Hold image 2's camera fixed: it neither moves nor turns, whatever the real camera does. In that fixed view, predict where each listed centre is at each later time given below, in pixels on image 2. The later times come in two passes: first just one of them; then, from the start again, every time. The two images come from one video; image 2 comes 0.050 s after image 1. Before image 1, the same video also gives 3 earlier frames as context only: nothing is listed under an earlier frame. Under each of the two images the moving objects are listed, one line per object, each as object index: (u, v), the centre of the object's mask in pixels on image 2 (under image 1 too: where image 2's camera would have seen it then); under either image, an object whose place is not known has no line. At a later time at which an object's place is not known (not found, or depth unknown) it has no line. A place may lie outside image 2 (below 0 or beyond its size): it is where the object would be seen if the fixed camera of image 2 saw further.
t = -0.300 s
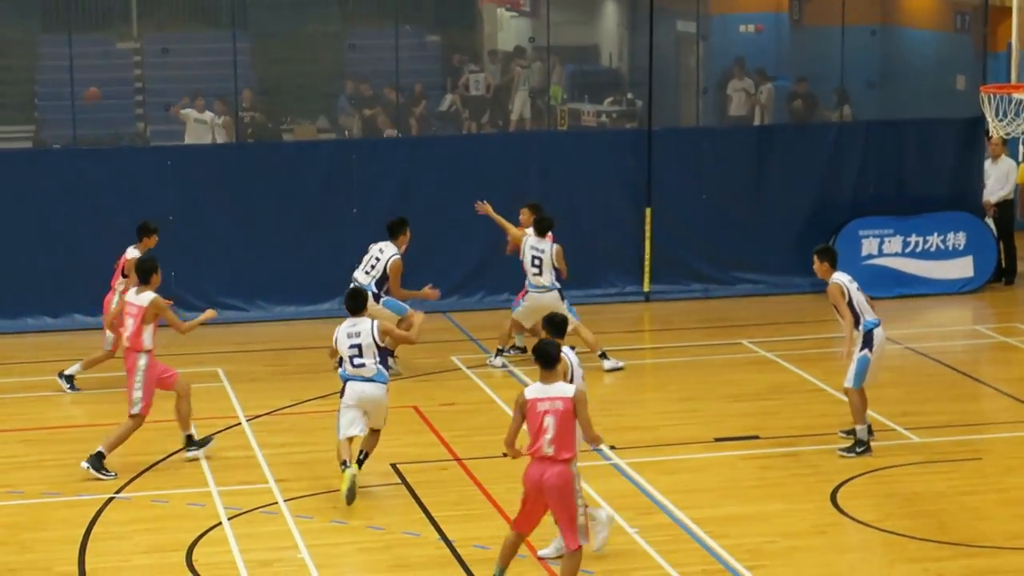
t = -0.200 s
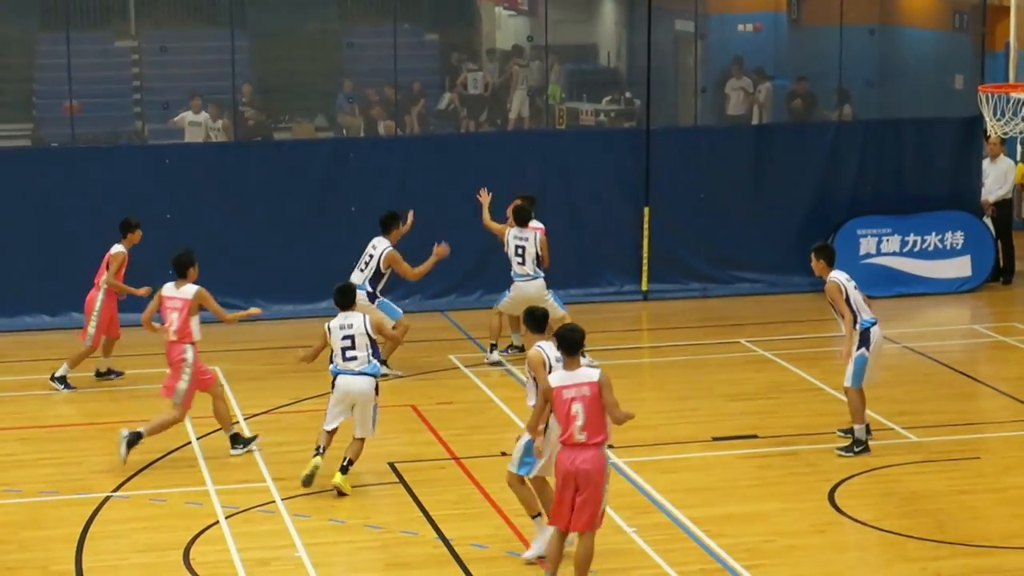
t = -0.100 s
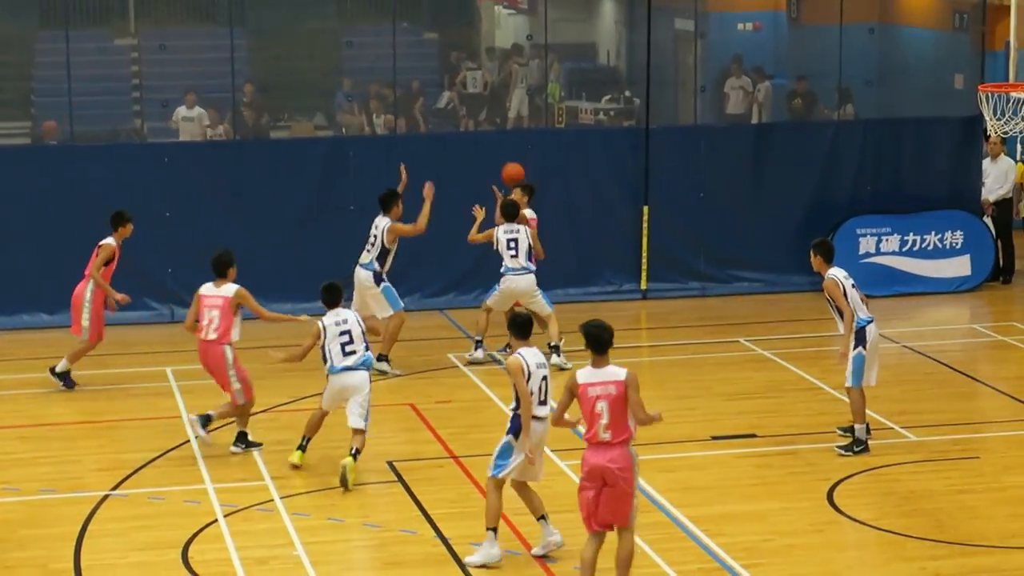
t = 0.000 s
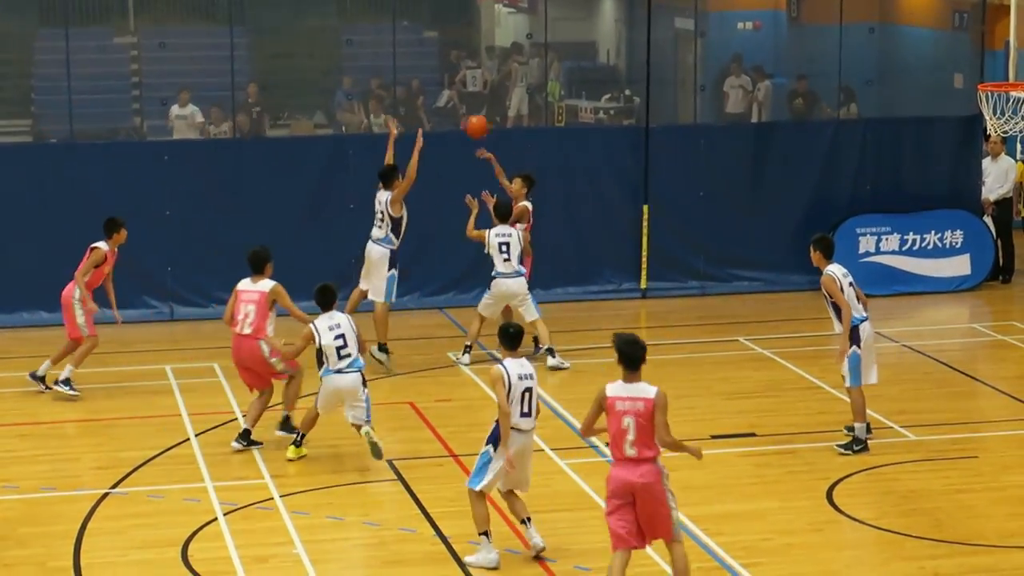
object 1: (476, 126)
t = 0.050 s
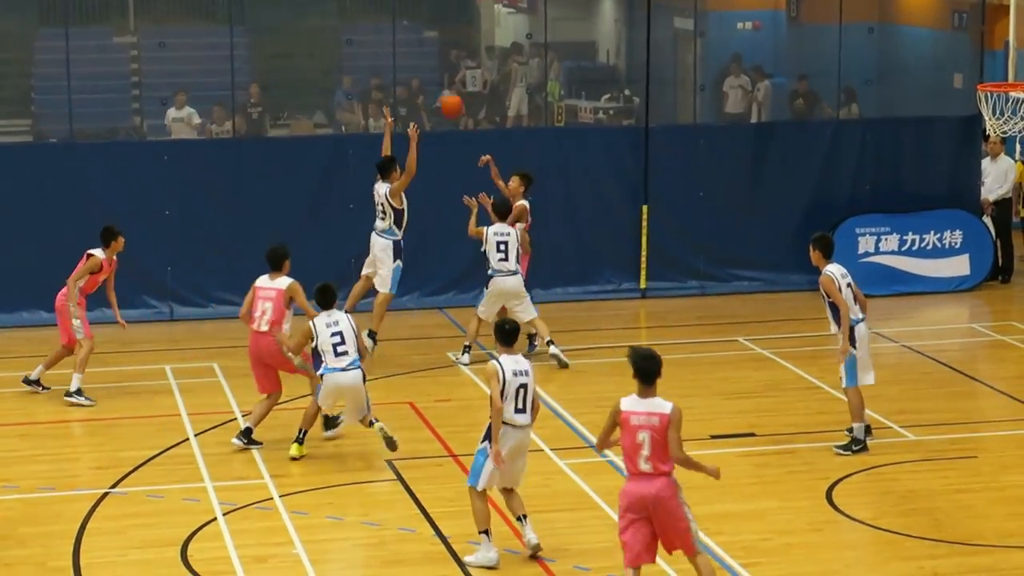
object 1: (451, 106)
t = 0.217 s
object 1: (364, 51)
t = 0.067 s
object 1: (443, 99)
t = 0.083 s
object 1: (434, 92)
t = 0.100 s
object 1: (425, 86)
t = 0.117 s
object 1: (417, 81)
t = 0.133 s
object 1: (409, 75)
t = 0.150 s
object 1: (401, 70)
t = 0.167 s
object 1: (391, 65)
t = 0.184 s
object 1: (383, 60)
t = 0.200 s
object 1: (375, 56)
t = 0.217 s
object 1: (364, 51)
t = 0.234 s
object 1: (356, 47)
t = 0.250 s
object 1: (348, 43)
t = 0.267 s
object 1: (339, 40)
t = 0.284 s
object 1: (330, 37)
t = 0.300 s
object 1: (321, 34)
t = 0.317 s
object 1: (313, 31)
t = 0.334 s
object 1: (303, 28)
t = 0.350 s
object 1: (294, 26)
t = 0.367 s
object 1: (285, 24)
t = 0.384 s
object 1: (276, 23)
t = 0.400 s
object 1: (266, 22)
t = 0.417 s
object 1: (257, 21)
